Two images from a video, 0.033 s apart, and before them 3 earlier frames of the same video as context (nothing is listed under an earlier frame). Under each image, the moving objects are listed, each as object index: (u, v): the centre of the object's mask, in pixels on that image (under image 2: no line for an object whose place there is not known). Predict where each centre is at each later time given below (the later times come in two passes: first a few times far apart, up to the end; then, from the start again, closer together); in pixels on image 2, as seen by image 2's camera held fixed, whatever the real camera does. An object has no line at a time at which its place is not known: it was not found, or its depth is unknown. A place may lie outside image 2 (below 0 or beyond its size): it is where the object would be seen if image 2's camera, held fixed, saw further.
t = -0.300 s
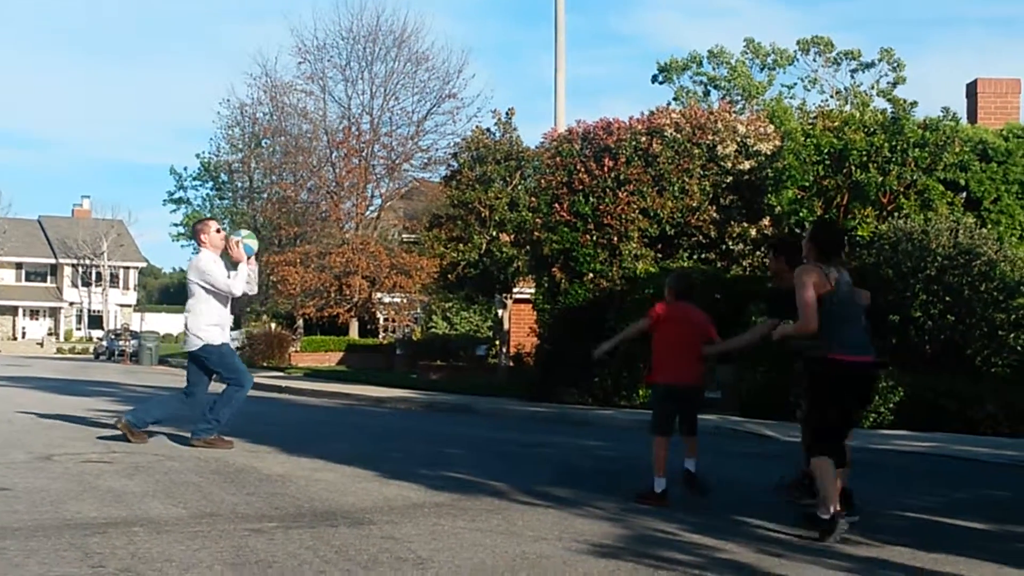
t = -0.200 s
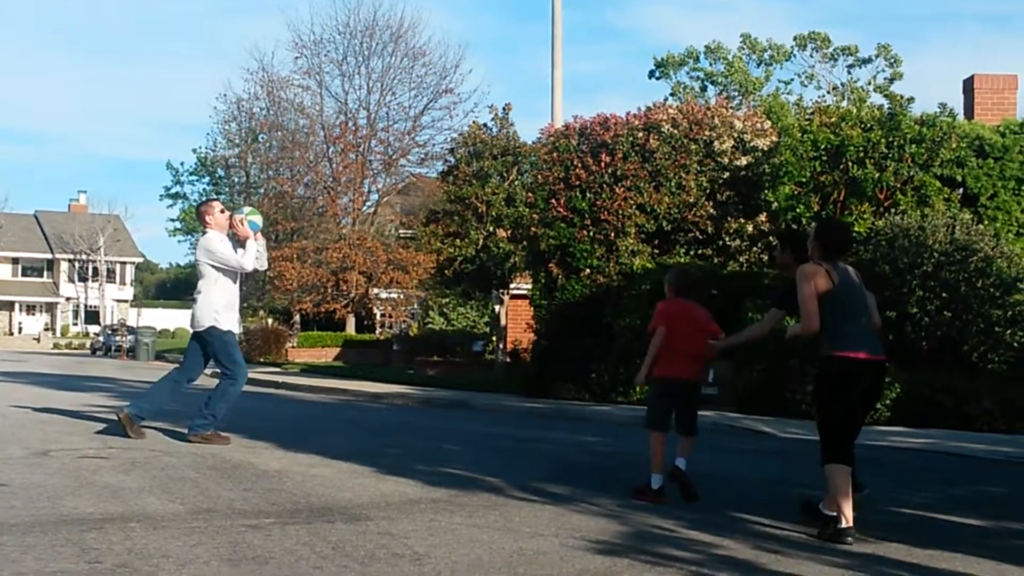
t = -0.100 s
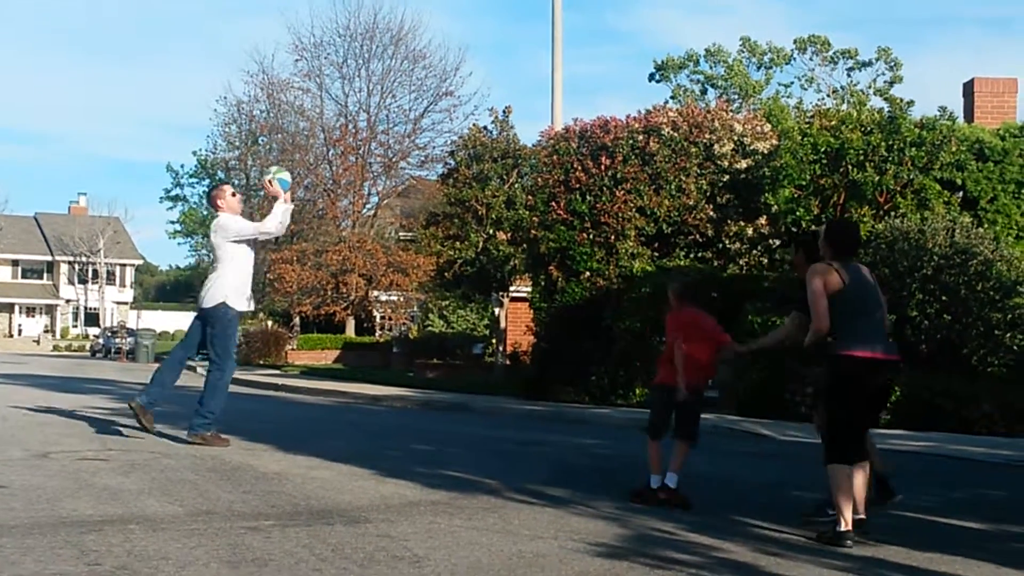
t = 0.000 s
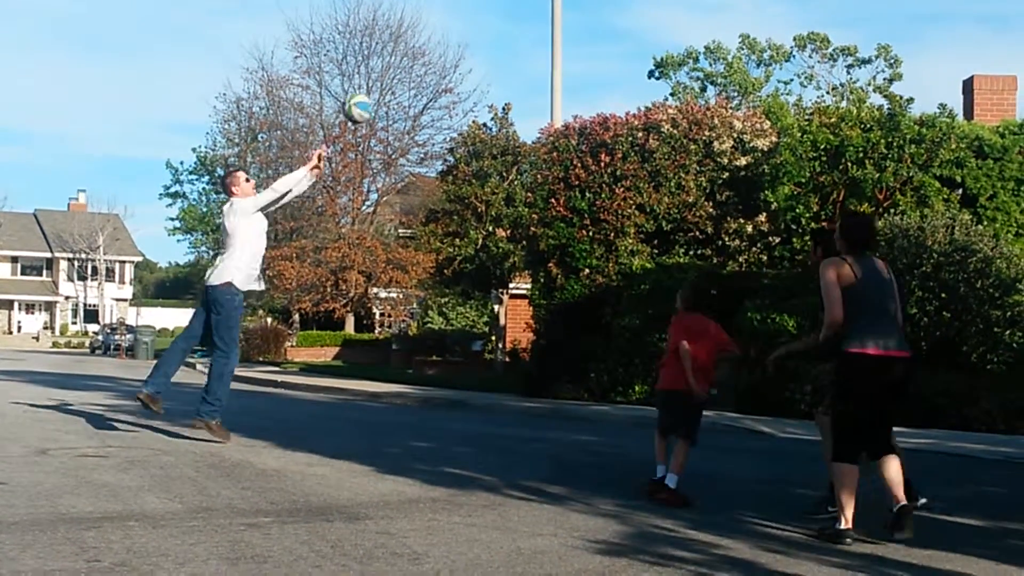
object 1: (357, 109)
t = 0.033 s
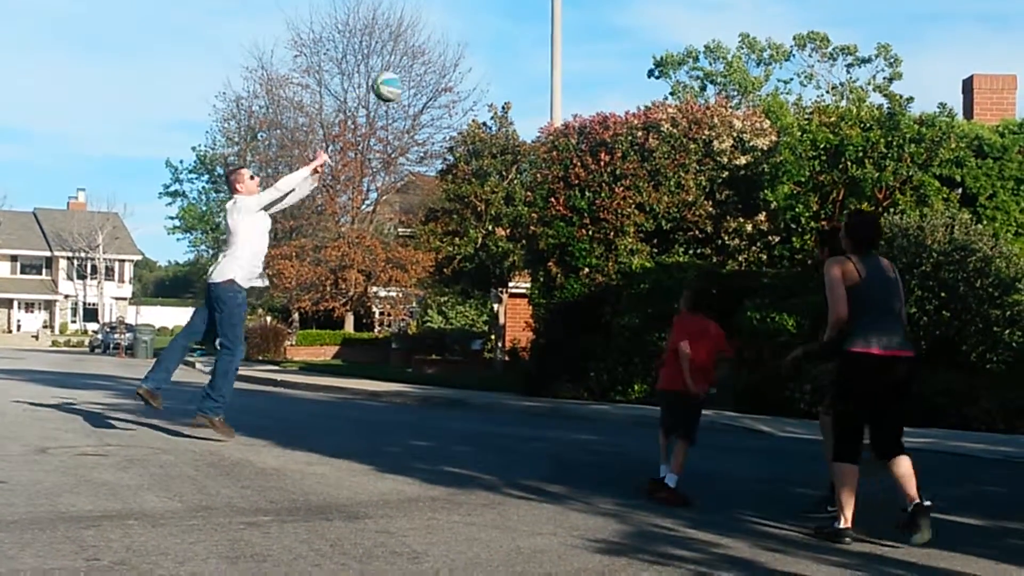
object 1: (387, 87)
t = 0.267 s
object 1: (594, -1)
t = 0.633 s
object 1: (920, -26)
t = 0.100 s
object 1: (447, 51)
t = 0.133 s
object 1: (476, 34)
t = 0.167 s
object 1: (506, 20)
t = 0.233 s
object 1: (565, 4)
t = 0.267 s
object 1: (594, -1)
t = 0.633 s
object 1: (920, -26)
